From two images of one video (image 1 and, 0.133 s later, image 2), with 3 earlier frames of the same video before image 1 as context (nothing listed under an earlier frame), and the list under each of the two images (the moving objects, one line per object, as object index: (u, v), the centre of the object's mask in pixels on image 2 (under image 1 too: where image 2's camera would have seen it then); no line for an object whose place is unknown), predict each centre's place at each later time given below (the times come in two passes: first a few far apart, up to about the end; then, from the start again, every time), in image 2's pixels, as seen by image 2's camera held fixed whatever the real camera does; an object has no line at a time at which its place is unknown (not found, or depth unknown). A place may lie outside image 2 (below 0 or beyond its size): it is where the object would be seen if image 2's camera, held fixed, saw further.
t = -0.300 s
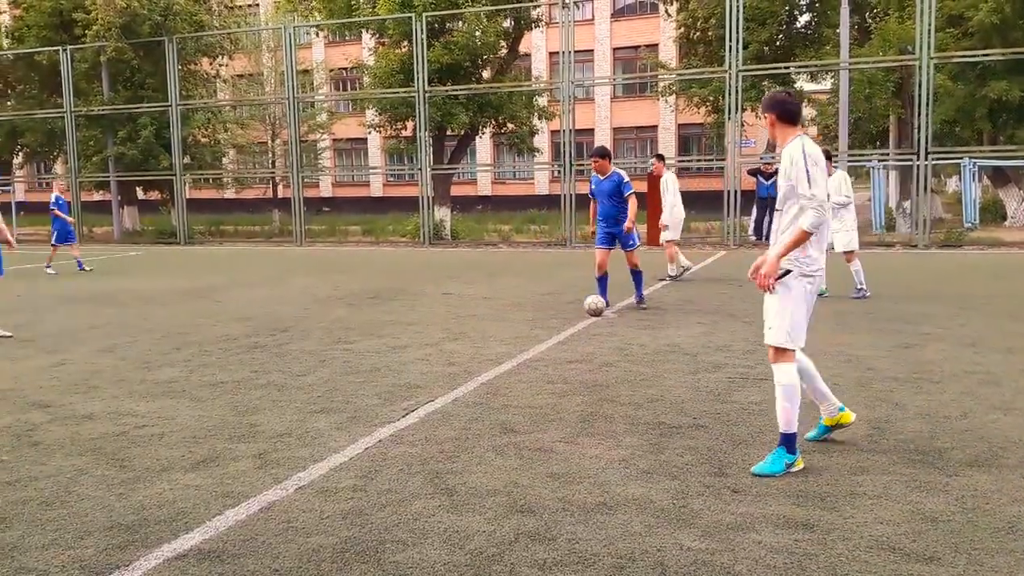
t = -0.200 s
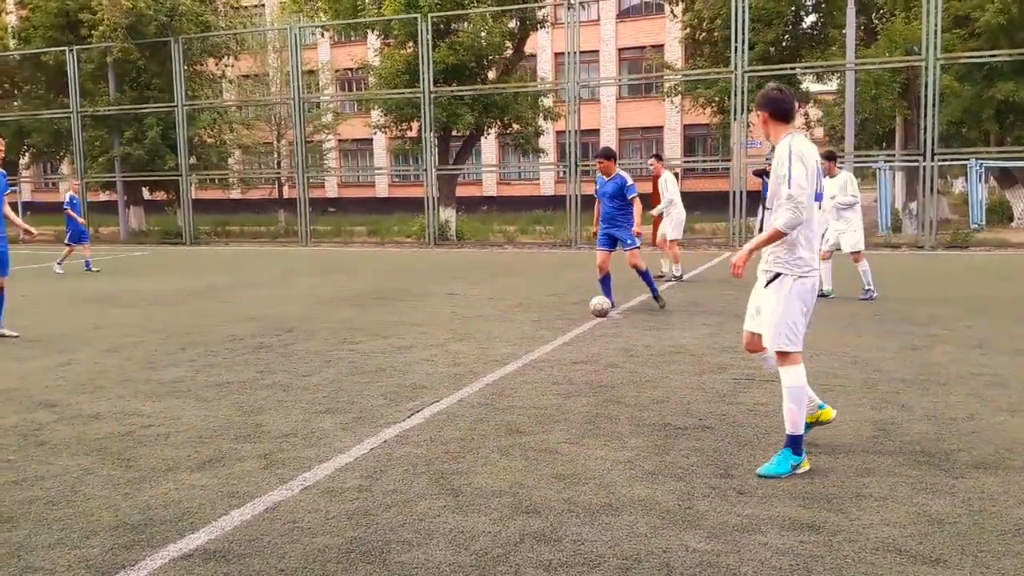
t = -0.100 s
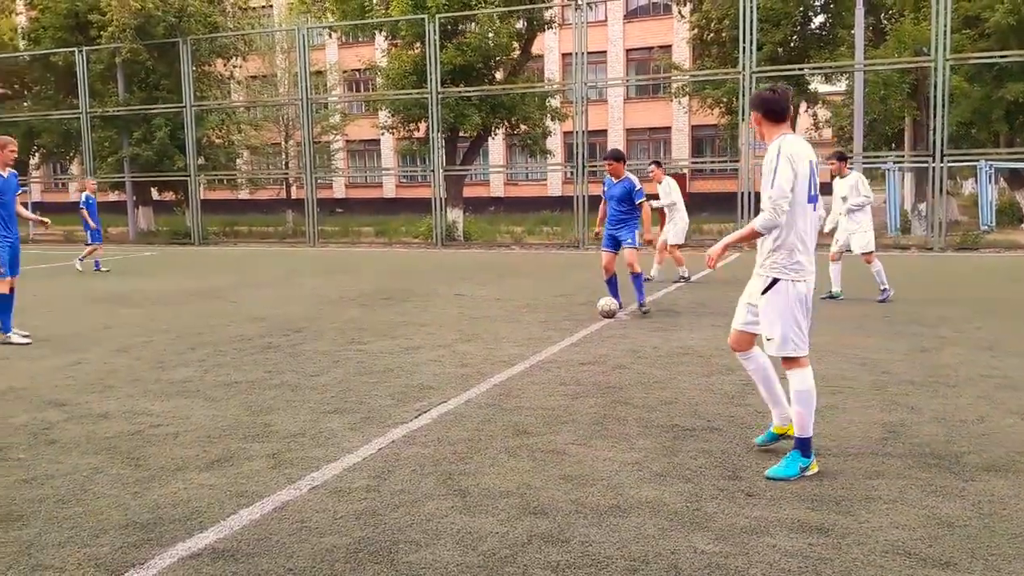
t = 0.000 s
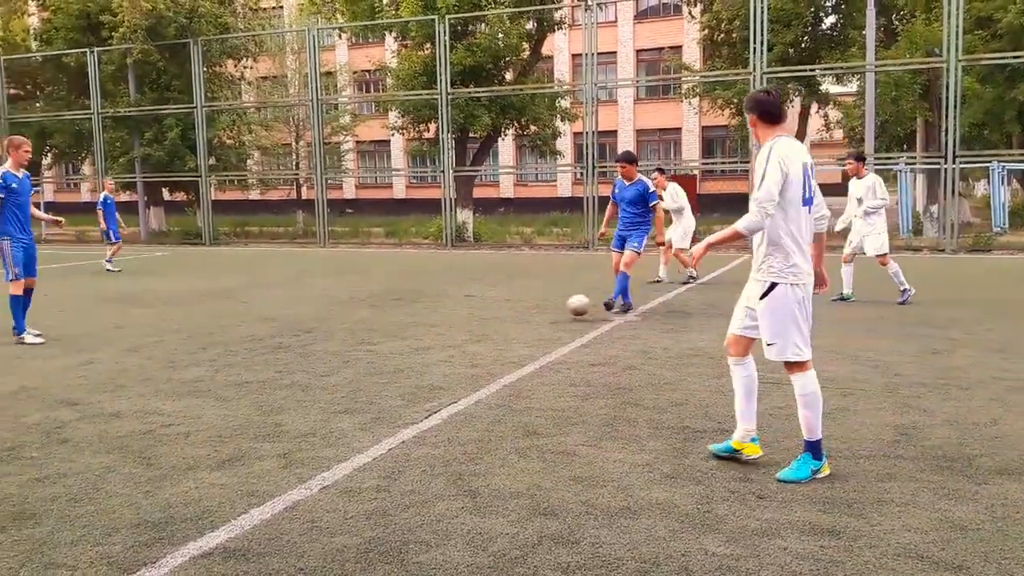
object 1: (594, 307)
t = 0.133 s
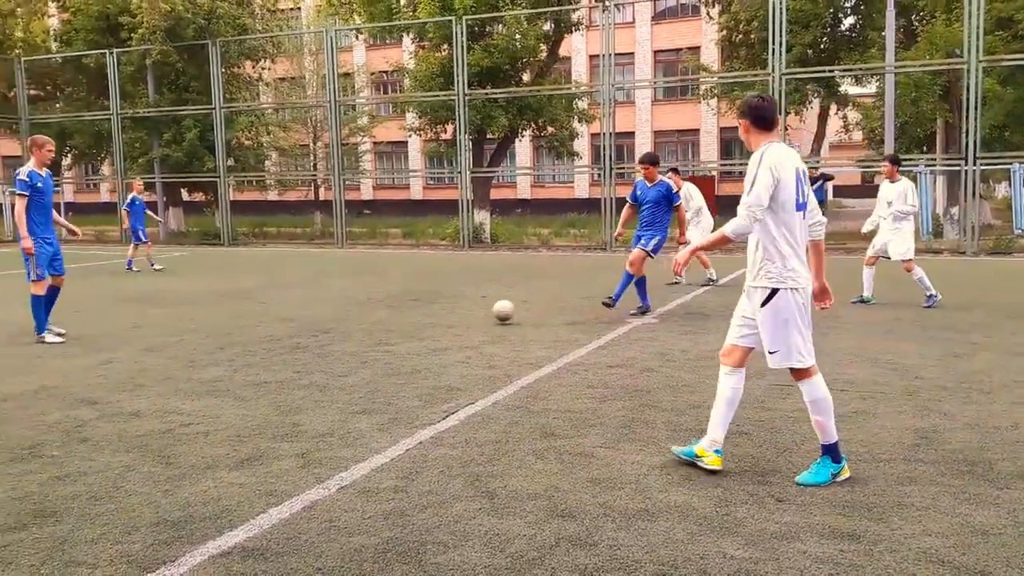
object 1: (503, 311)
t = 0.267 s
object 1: (423, 310)
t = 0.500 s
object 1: (304, 312)
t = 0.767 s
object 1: (193, 321)
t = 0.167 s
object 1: (481, 314)
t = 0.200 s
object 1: (461, 313)
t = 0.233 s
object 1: (441, 311)
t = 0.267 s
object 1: (423, 310)
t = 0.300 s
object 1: (404, 311)
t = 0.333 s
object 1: (385, 312)
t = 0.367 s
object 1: (366, 316)
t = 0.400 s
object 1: (348, 317)
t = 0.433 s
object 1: (333, 314)
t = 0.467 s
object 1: (319, 312)
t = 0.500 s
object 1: (304, 312)
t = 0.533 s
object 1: (289, 313)
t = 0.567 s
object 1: (275, 315)
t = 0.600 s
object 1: (262, 318)
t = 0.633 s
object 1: (247, 319)
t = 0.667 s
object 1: (234, 318)
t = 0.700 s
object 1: (220, 317)
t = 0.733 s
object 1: (207, 318)
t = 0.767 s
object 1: (193, 321)
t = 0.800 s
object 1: (180, 322)
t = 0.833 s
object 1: (166, 321)
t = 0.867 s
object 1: (152, 321)
